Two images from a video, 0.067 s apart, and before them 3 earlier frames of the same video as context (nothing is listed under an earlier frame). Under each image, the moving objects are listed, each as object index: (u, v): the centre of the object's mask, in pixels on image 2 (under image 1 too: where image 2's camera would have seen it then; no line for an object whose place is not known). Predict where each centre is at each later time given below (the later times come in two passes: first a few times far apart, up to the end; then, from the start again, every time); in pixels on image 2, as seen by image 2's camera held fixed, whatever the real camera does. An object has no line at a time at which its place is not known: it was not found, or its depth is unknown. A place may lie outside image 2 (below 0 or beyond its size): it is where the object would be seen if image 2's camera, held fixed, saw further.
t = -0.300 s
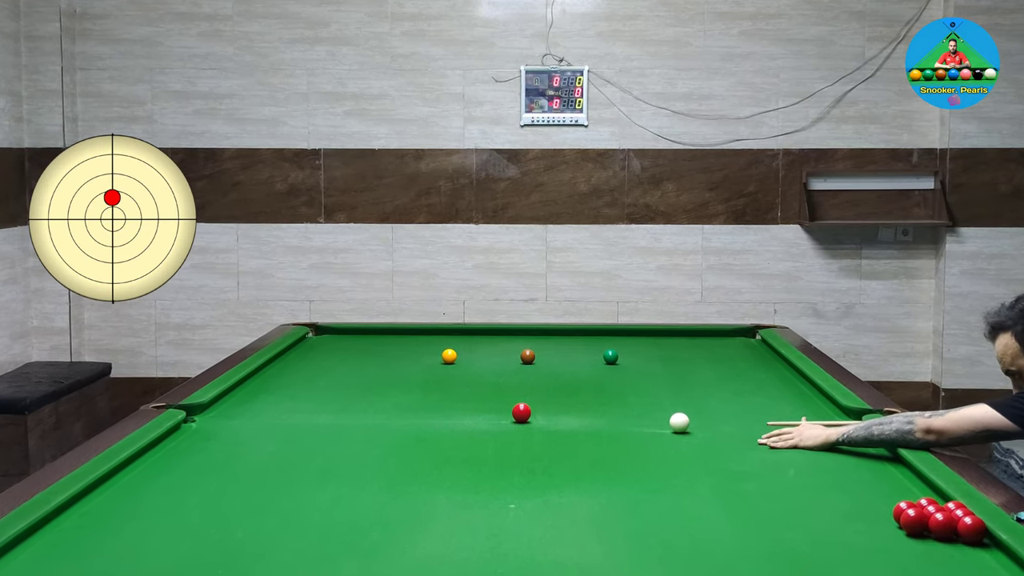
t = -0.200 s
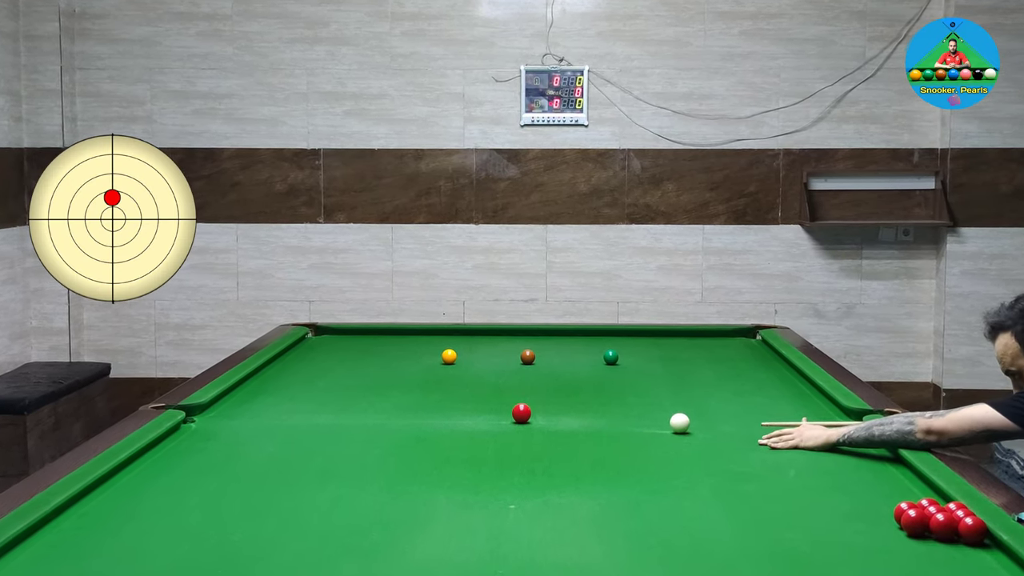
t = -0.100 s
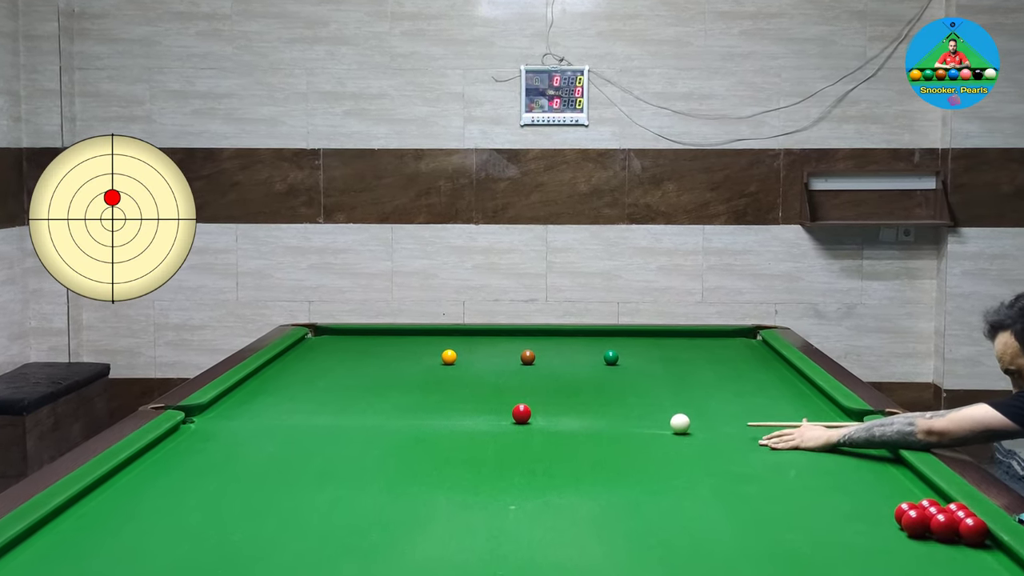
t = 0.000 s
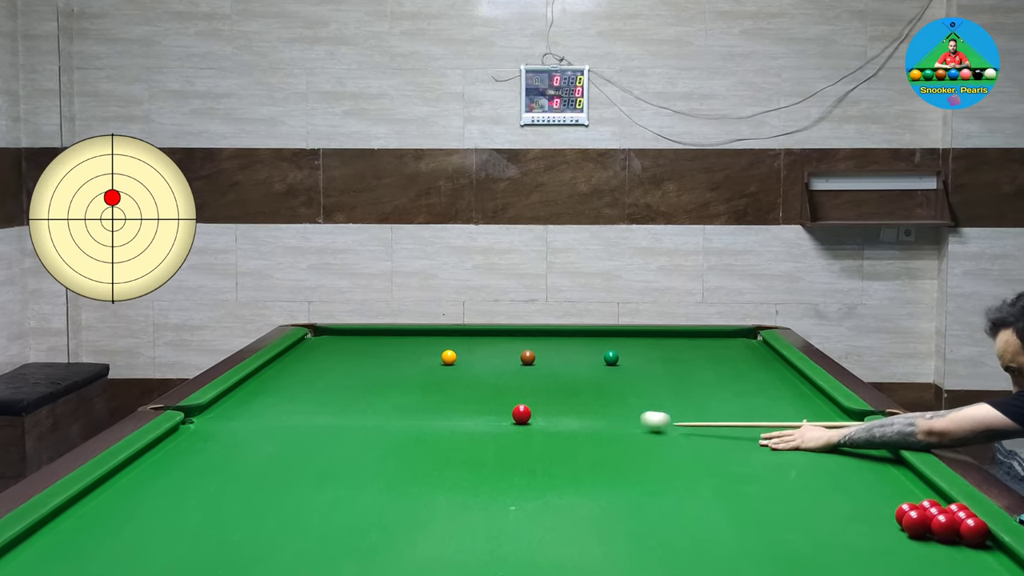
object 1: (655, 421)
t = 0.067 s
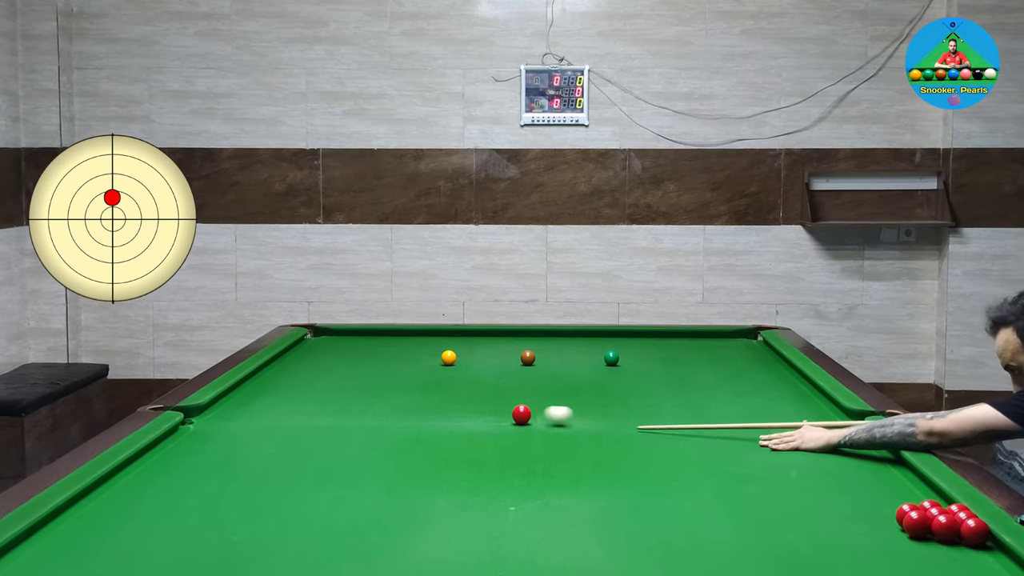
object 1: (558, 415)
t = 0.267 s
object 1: (532, 403)
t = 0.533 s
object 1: (516, 389)
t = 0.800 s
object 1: (502, 377)
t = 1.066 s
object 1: (490, 367)
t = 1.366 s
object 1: (477, 358)
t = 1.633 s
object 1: (467, 350)
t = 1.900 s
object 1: (457, 343)
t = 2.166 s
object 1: (449, 337)
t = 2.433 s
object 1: (442, 332)
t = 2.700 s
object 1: (436, 333)
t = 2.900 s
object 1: (432, 335)
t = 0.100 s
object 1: (540, 411)
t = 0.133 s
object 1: (539, 410)
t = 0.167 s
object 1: (538, 408)
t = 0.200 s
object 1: (536, 406)
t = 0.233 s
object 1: (534, 404)
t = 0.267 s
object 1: (532, 403)
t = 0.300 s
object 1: (530, 401)
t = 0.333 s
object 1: (528, 399)
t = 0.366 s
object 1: (526, 397)
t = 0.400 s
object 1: (524, 395)
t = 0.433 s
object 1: (522, 394)
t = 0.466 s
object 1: (520, 392)
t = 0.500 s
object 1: (518, 391)
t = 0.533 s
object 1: (516, 389)
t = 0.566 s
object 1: (514, 388)
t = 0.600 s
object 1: (513, 386)
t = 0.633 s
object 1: (511, 385)
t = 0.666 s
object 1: (509, 383)
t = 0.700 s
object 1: (507, 382)
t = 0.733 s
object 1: (505, 380)
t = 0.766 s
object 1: (504, 379)
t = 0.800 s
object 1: (502, 377)
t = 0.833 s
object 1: (500, 376)
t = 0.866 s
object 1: (499, 375)
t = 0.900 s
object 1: (497, 374)
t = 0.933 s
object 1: (496, 372)
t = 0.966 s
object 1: (494, 371)
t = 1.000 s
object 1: (493, 370)
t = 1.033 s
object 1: (491, 369)
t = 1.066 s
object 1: (490, 367)
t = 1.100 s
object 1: (488, 366)
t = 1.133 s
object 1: (487, 365)
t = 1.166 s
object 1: (485, 364)
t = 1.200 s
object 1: (484, 363)
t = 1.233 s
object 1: (482, 362)
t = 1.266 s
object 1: (481, 361)
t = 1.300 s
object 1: (480, 360)
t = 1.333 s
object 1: (478, 358)
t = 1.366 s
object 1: (477, 358)
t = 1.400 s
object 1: (476, 356)
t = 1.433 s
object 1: (474, 356)
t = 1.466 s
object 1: (473, 355)
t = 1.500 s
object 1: (472, 354)
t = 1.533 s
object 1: (470, 353)
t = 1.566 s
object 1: (469, 352)
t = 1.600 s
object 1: (468, 351)
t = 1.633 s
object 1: (467, 350)
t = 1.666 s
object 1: (465, 349)
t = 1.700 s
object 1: (464, 348)
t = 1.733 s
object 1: (463, 347)
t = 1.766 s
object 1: (462, 346)
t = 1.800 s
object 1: (461, 346)
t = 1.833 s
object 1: (460, 345)
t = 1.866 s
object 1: (459, 344)
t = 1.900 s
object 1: (457, 343)
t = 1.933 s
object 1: (456, 342)
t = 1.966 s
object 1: (455, 341)
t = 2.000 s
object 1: (454, 341)
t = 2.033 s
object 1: (453, 340)
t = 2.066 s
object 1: (452, 339)
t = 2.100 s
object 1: (451, 338)
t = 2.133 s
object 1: (450, 338)
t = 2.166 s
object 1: (449, 337)
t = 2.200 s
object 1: (448, 336)
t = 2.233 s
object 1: (447, 336)
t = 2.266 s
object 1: (446, 335)
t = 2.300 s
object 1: (445, 334)
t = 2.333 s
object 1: (445, 334)
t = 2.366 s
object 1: (444, 333)
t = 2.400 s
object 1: (443, 332)
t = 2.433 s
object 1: (442, 332)
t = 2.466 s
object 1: (441, 331)
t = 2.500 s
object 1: (440, 330)
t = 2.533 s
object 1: (440, 330)
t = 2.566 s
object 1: (439, 331)
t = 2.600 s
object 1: (438, 332)
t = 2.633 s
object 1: (437, 332)
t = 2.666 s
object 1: (437, 332)
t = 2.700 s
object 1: (436, 333)
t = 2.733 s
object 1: (435, 333)
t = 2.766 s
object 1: (435, 334)
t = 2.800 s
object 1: (434, 334)
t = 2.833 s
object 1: (433, 335)
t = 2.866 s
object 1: (433, 335)
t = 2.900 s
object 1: (432, 335)
